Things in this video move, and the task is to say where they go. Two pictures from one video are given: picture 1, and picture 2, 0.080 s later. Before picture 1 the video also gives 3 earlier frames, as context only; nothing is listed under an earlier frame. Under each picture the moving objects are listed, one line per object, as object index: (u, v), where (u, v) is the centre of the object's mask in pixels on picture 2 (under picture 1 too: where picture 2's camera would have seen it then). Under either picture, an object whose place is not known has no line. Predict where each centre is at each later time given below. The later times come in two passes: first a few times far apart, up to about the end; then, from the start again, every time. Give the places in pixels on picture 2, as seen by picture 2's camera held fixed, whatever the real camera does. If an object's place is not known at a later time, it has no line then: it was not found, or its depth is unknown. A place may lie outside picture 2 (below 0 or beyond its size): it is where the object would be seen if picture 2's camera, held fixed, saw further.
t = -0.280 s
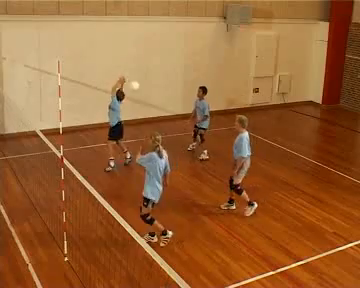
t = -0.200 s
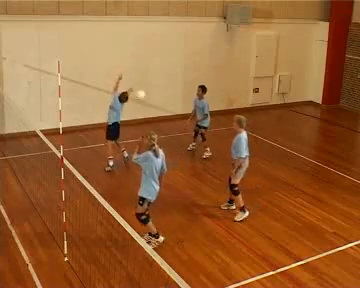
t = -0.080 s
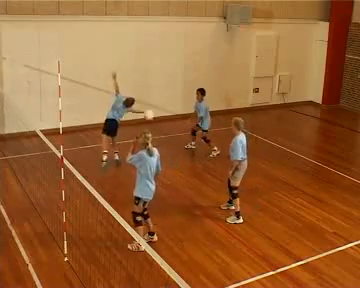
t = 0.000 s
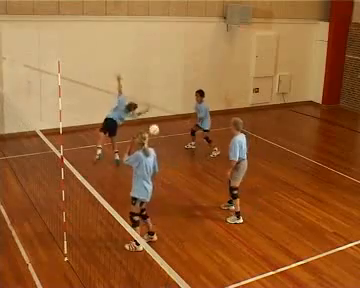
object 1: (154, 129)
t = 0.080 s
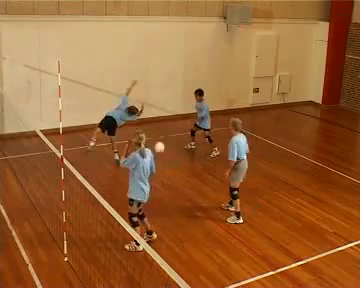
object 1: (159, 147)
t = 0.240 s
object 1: (170, 139)
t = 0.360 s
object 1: (178, 126)
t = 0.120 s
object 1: (162, 157)
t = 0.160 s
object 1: (164, 152)
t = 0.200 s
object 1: (167, 145)
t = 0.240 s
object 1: (170, 139)
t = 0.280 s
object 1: (172, 134)
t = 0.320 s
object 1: (175, 130)
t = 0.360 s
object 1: (178, 126)
